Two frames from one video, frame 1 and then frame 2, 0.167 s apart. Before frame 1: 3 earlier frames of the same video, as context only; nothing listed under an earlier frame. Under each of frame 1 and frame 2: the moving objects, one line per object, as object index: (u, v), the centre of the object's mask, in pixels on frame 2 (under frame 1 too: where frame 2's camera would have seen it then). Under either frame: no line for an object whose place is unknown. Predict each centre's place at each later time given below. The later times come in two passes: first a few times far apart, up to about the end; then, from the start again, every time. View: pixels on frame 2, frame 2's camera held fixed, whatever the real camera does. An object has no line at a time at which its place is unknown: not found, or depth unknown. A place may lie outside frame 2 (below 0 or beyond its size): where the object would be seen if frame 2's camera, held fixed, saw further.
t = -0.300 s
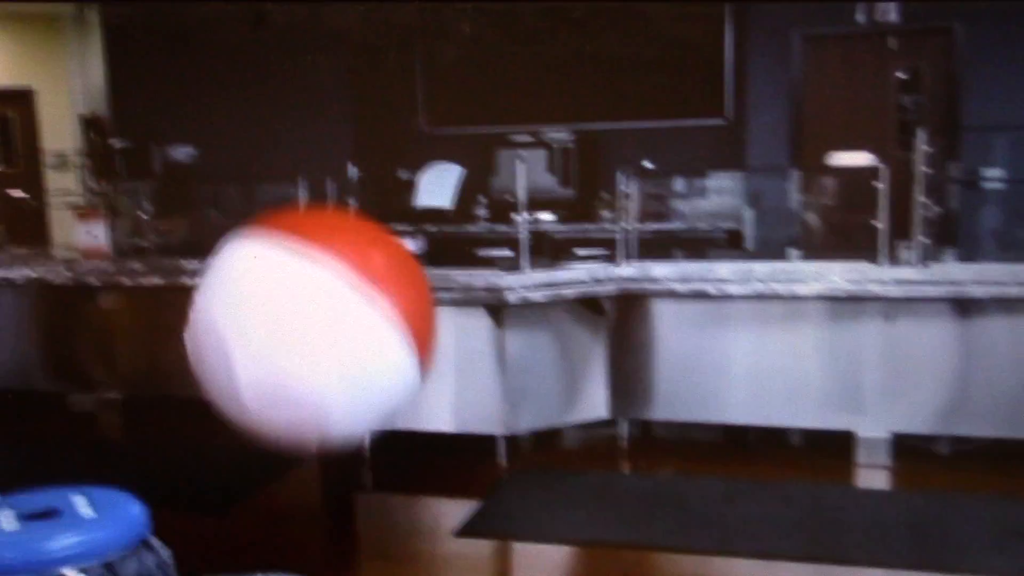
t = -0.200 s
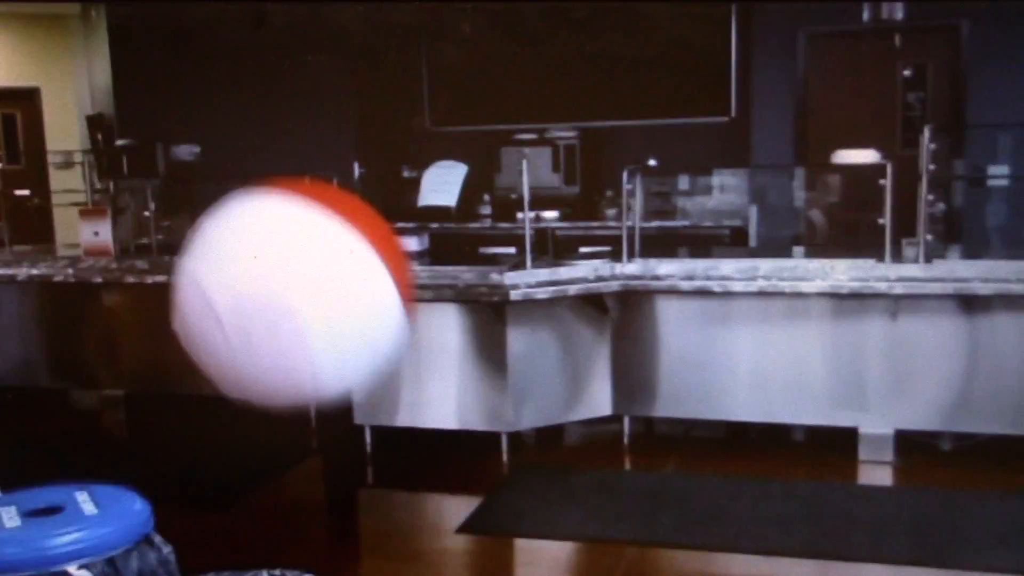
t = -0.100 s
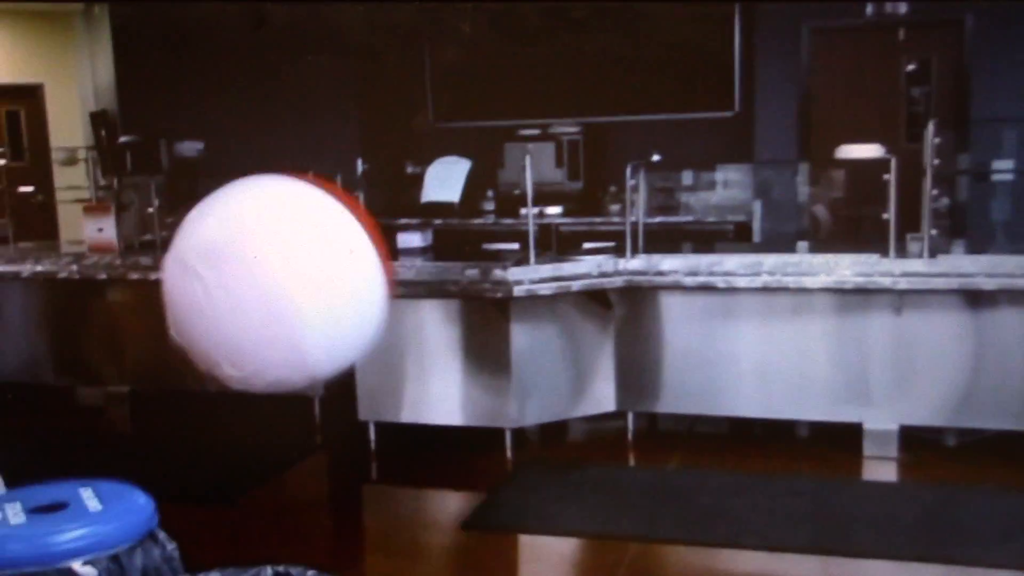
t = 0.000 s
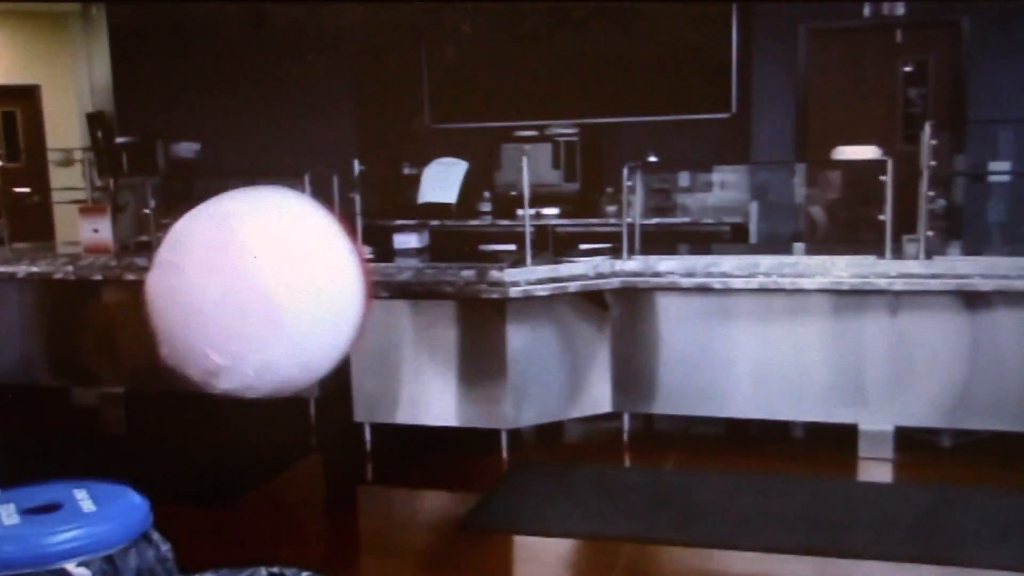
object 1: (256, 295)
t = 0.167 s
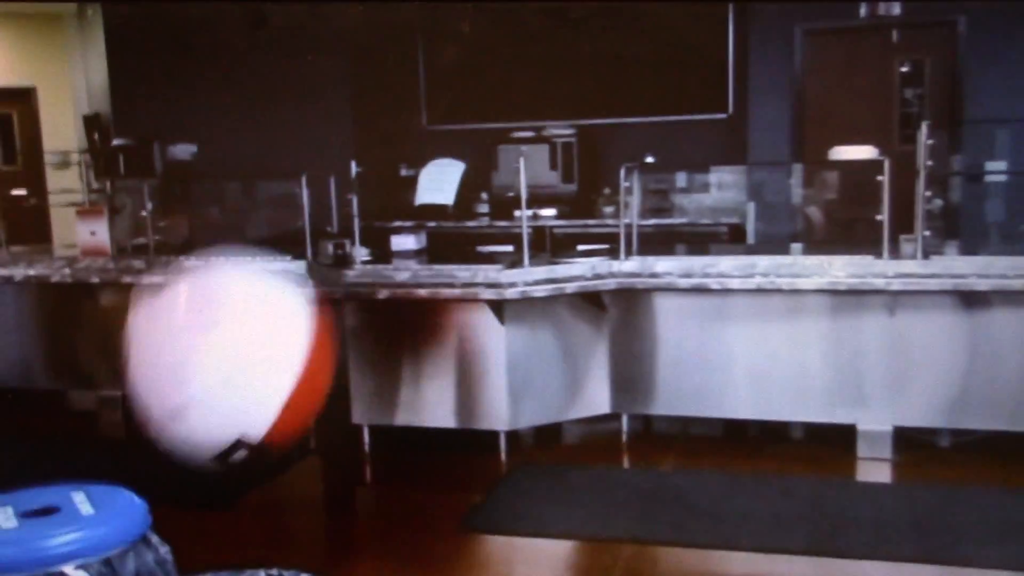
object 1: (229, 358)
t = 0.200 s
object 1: (228, 368)
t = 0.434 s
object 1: (189, 366)
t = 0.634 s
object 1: (146, 291)
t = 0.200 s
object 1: (228, 368)
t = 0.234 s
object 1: (222, 394)
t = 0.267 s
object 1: (219, 413)
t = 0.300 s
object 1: (218, 425)
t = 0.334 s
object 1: (214, 426)
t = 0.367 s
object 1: (205, 404)
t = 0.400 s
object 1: (197, 384)
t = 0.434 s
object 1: (189, 366)
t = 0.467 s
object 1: (178, 338)
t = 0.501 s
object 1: (175, 331)
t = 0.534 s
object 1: (168, 319)
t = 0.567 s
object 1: (158, 304)
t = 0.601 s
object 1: (156, 299)
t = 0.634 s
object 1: (146, 291)
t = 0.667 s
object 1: (145, 290)
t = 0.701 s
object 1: (141, 288)
